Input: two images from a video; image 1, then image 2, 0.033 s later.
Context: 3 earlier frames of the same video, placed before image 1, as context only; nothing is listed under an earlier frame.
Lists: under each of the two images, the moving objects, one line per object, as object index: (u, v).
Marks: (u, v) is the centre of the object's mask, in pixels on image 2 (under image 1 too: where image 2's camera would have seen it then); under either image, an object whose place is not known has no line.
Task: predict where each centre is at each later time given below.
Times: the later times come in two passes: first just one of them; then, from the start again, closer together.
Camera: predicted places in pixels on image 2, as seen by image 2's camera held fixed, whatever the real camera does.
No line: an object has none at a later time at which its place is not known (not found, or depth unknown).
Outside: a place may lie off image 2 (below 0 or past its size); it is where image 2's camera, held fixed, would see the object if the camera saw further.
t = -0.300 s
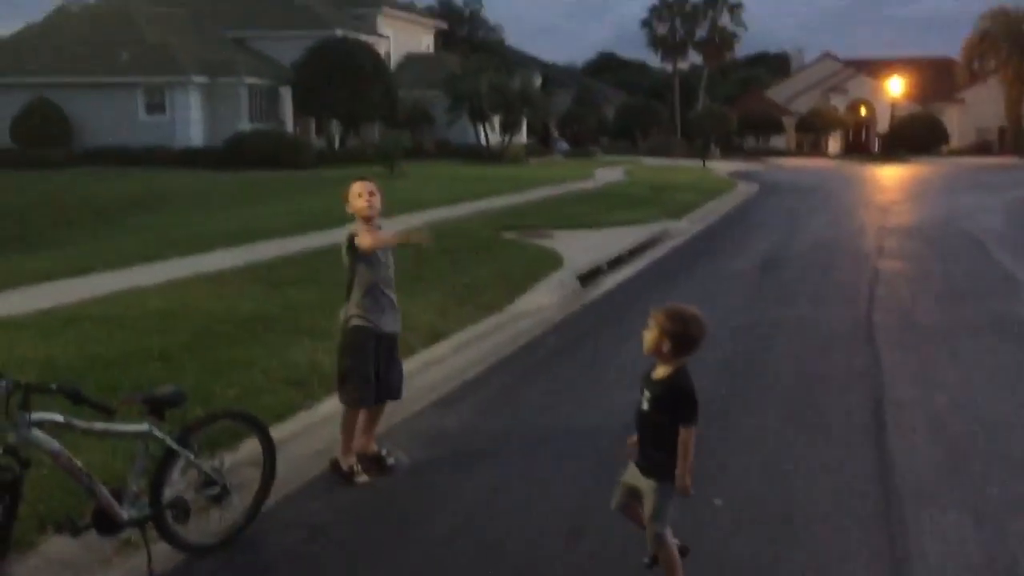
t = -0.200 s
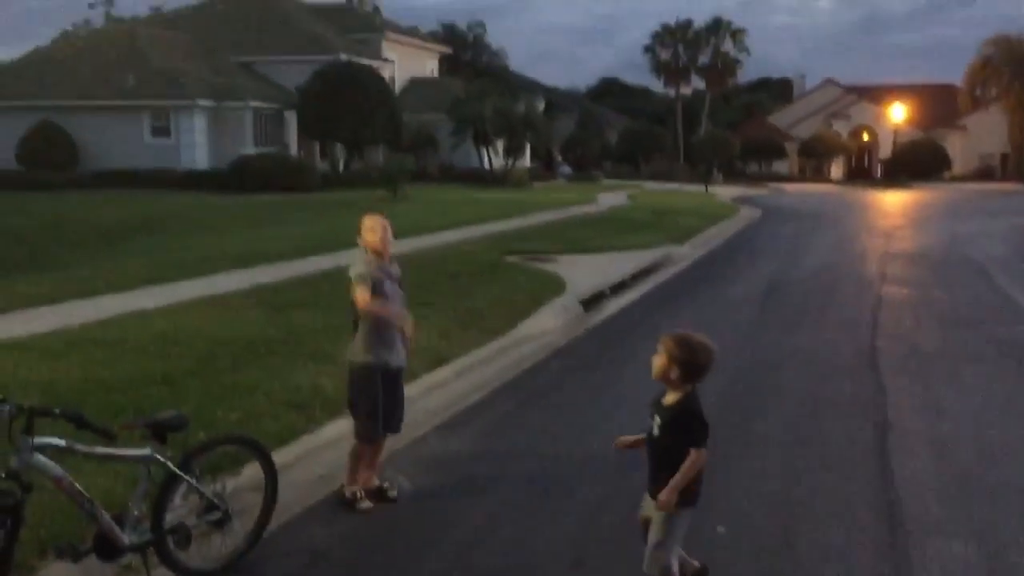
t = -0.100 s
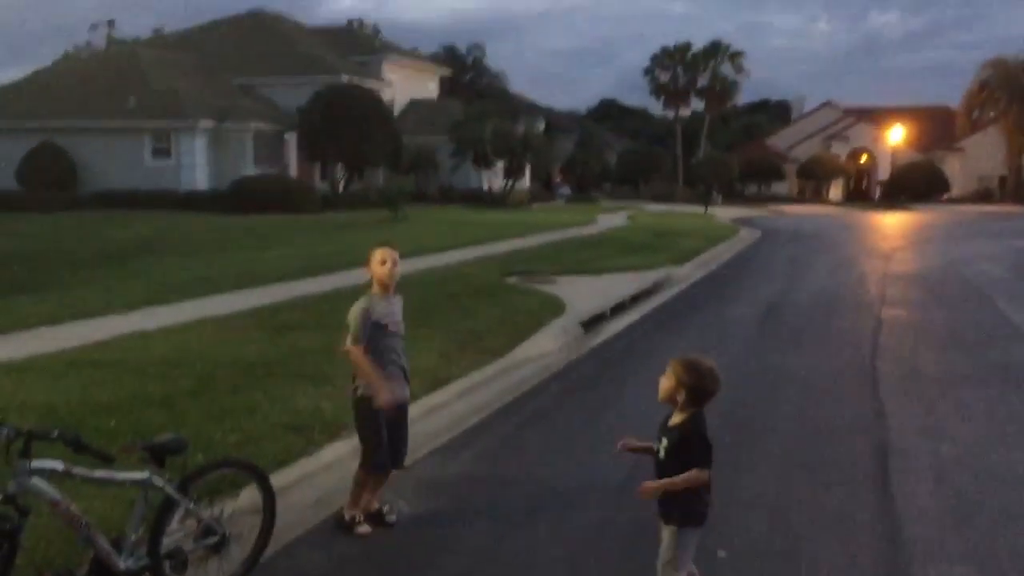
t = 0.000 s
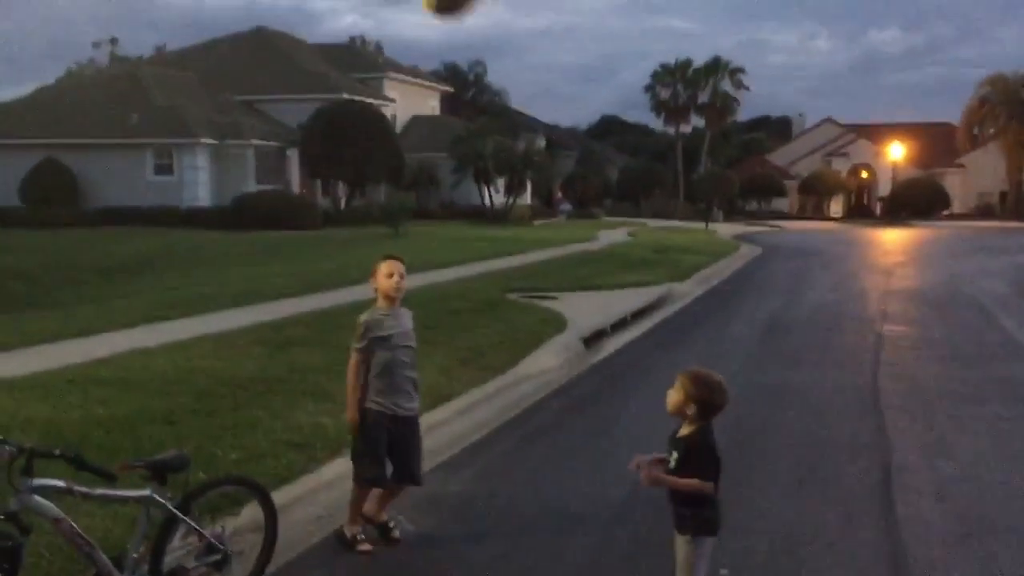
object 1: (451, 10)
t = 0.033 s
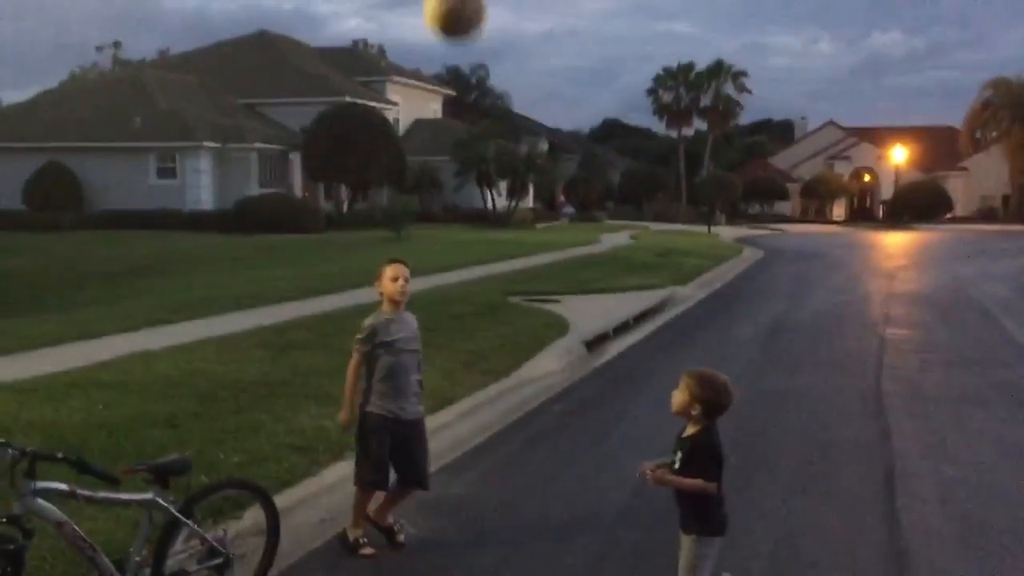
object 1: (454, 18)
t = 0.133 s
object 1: (471, 91)
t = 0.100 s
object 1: (464, 57)
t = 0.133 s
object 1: (471, 91)
